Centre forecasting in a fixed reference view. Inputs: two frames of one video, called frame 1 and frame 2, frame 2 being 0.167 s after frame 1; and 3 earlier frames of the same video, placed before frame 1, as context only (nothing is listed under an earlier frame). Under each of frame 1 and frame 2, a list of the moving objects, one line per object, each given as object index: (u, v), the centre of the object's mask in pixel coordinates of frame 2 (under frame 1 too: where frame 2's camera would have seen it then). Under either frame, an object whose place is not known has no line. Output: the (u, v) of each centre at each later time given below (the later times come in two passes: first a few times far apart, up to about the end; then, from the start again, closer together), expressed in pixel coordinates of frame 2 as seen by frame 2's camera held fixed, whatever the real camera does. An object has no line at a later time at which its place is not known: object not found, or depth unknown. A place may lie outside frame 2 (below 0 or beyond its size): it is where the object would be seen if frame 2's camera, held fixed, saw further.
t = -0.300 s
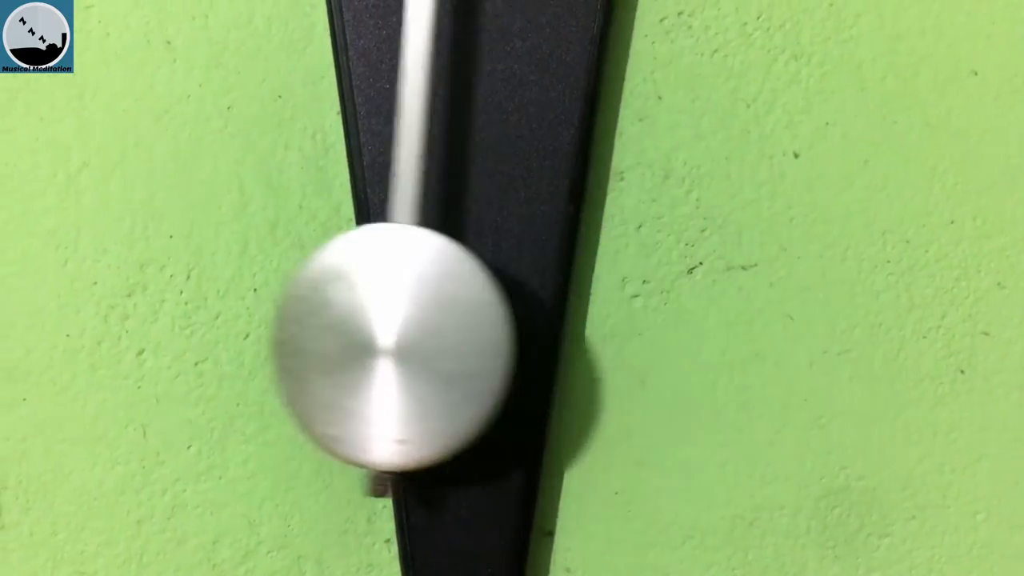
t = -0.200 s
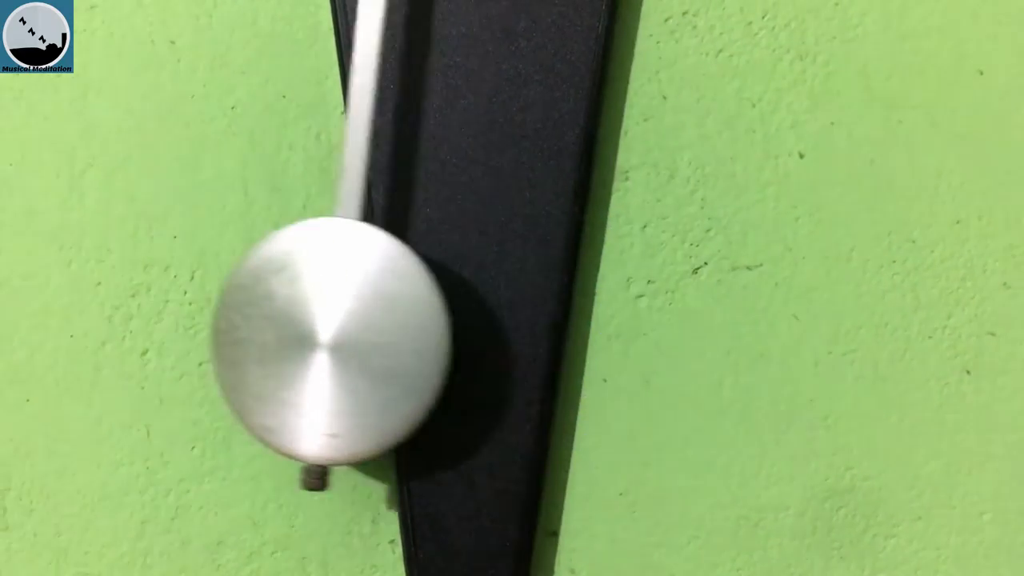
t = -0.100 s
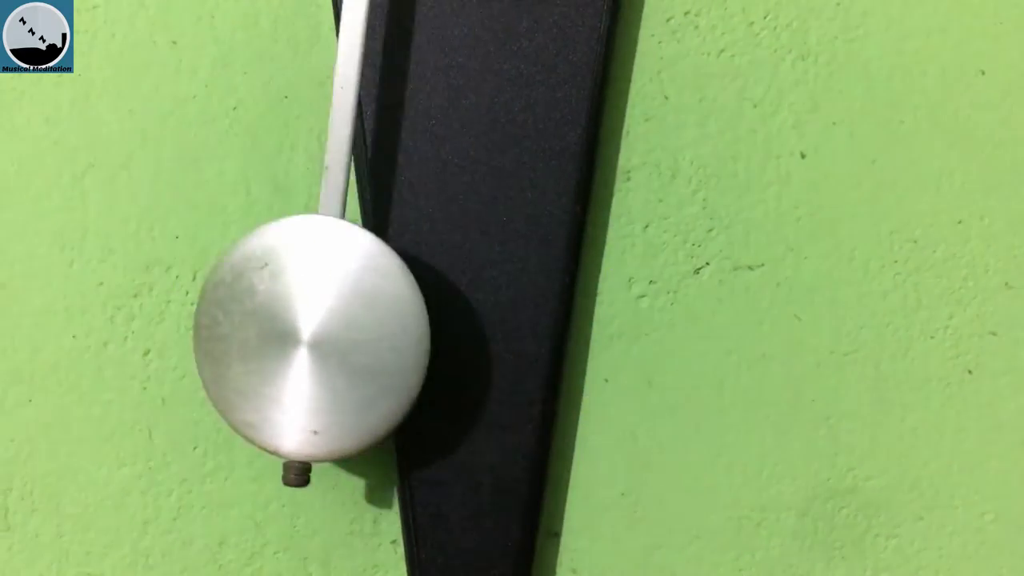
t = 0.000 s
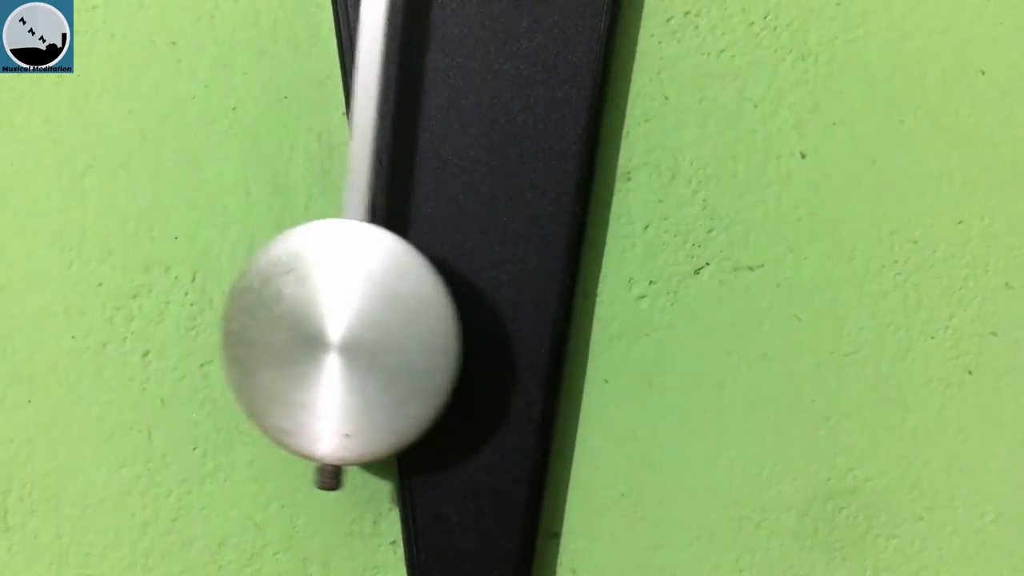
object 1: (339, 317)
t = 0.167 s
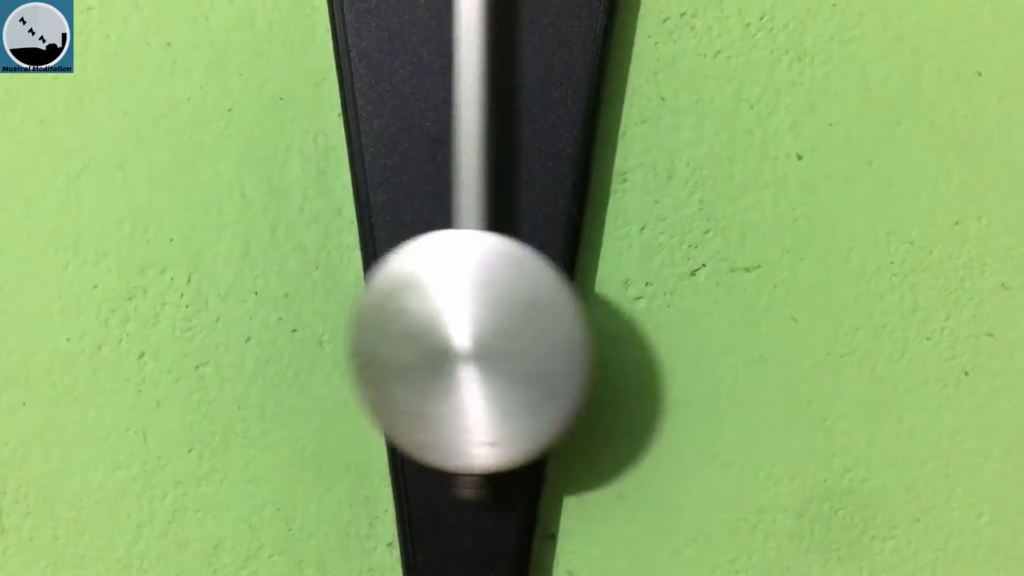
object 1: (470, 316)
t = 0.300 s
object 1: (588, 317)
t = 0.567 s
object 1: (648, 320)
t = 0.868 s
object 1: (403, 316)
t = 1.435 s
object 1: (553, 319)
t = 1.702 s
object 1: (662, 319)
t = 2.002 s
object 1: (444, 315)
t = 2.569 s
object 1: (515, 320)
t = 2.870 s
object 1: (663, 315)
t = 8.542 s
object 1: (598, 316)
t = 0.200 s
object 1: (499, 318)
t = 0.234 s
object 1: (530, 318)
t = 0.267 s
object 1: (561, 318)
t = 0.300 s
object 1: (588, 317)
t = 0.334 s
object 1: (613, 317)
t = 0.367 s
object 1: (633, 318)
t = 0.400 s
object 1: (650, 318)
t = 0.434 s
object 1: (662, 317)
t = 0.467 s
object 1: (667, 317)
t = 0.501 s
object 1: (666, 318)
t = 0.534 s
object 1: (660, 319)
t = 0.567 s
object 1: (648, 320)
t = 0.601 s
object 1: (630, 320)
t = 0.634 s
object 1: (608, 320)
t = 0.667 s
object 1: (583, 320)
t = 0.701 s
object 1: (554, 320)
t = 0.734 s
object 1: (523, 320)
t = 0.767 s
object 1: (493, 319)
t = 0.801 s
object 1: (462, 319)
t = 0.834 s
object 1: (433, 318)
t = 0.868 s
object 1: (403, 316)
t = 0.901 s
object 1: (377, 316)
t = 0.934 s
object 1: (354, 316)
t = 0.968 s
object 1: (336, 315)
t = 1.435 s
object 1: (553, 319)
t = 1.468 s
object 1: (582, 319)
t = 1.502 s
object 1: (608, 319)
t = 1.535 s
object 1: (630, 320)
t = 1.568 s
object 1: (648, 320)
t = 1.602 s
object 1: (660, 319)
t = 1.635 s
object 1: (667, 319)
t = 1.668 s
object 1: (667, 319)
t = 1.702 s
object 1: (662, 319)
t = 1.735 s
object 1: (650, 319)
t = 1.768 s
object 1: (634, 318)
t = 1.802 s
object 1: (613, 317)
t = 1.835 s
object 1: (589, 316)
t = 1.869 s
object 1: (562, 316)
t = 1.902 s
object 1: (533, 317)
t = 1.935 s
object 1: (503, 315)
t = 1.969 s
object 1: (474, 316)
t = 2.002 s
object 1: (444, 315)
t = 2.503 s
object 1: (452, 322)
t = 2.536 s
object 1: (485, 320)
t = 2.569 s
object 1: (515, 320)
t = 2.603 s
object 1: (546, 319)
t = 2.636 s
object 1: (575, 319)
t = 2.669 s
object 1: (602, 319)
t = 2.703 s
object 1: (624, 317)
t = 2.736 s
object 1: (643, 316)
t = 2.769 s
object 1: (657, 317)
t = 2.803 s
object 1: (664, 315)
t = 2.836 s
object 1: (666, 315)
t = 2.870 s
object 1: (663, 315)
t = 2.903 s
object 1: (653, 316)
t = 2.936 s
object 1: (638, 316)
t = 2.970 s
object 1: (619, 317)
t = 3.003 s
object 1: (596, 317)
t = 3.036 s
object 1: (568, 317)
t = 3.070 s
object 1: (539, 319)
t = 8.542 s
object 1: (598, 316)
